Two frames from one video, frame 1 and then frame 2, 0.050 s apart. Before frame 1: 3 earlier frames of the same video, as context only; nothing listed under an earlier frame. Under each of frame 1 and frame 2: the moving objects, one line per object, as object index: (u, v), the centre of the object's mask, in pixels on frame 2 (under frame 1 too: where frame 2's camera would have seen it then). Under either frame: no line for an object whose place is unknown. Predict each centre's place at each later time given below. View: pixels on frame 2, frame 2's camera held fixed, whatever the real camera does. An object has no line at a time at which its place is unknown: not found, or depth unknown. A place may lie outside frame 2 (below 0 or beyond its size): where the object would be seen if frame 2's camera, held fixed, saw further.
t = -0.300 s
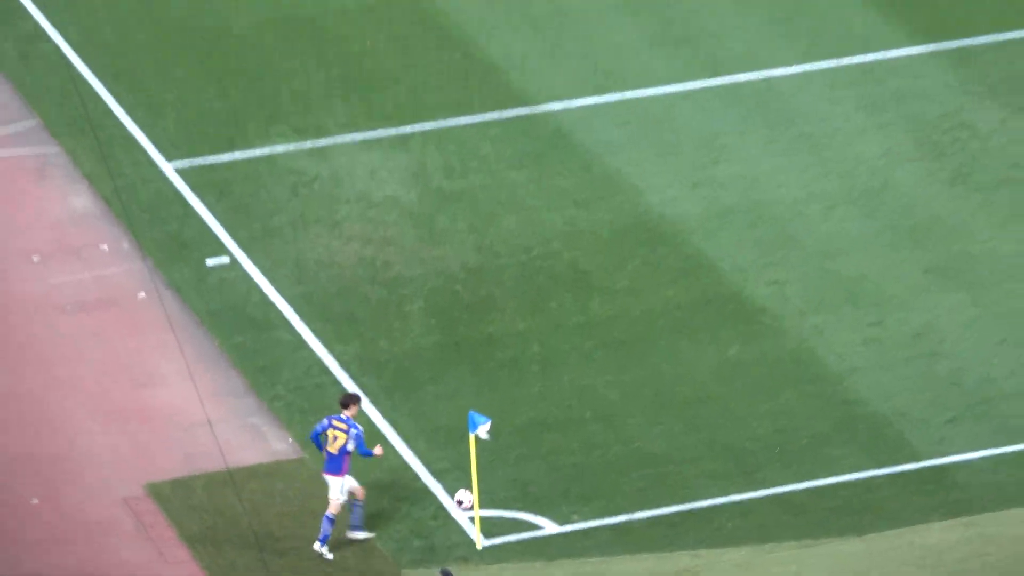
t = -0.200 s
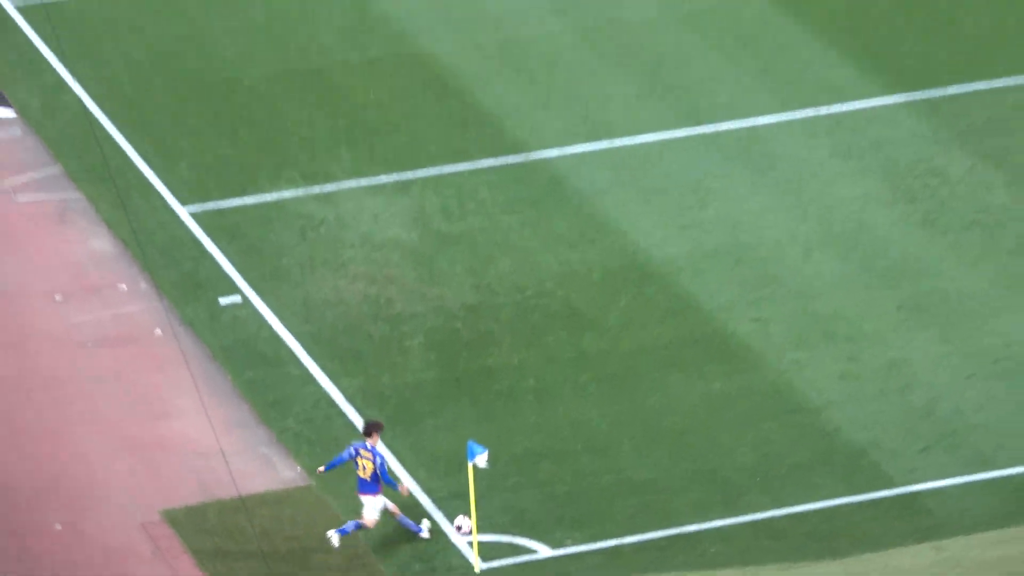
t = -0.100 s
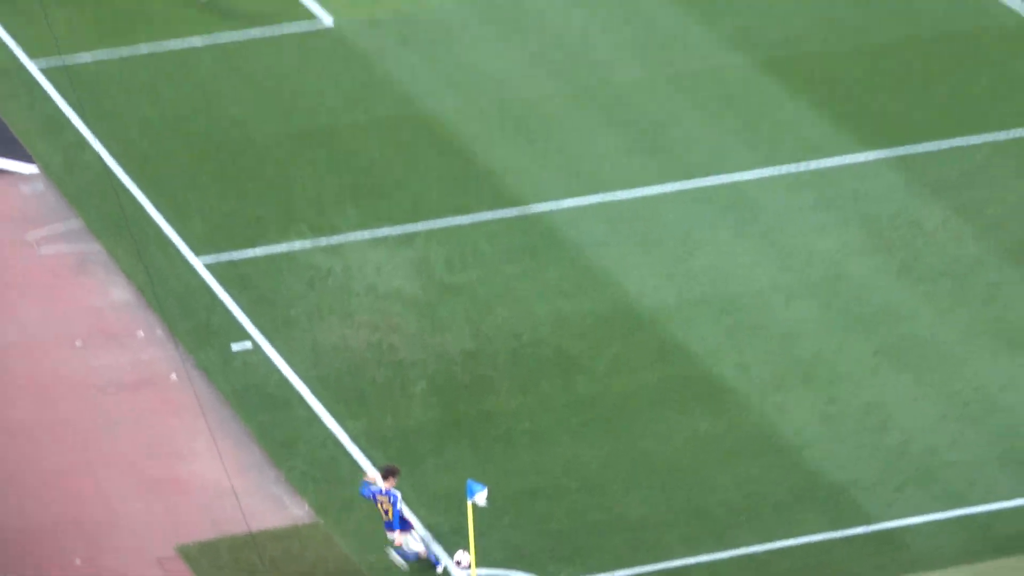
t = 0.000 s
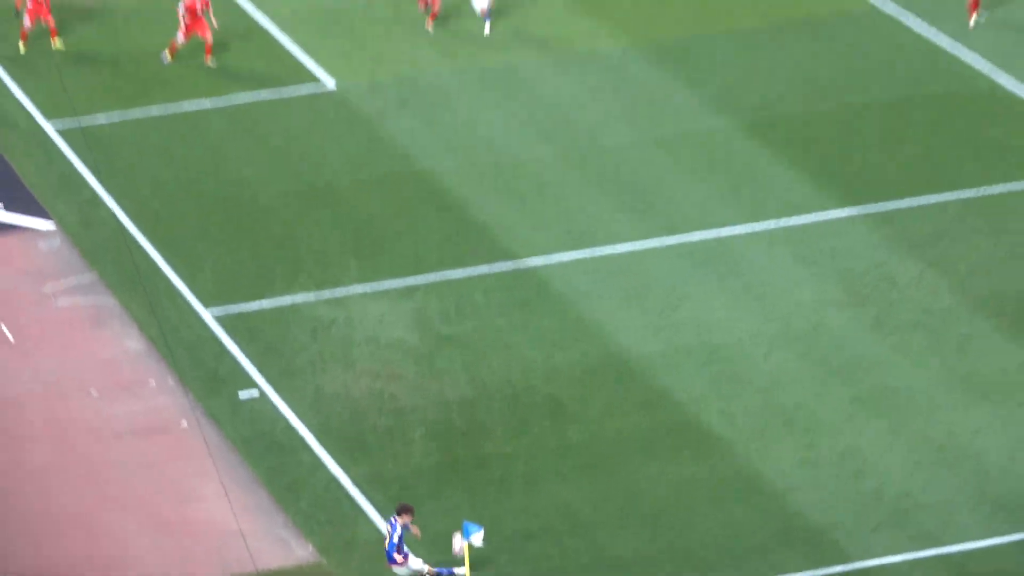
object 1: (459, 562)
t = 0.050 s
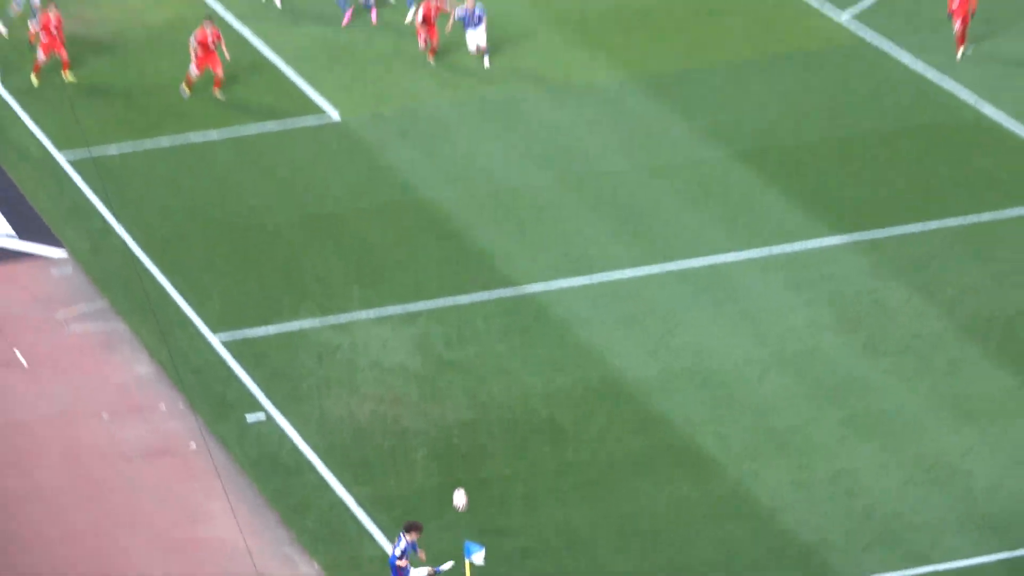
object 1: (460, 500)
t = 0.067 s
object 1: (460, 480)
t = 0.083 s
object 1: (459, 461)
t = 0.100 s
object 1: (458, 442)
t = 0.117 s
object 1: (457, 424)
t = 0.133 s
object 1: (457, 407)
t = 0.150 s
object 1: (455, 389)
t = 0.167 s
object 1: (454, 372)
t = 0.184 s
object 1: (453, 356)
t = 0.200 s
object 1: (451, 340)
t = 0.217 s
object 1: (450, 326)
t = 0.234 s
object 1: (448, 310)
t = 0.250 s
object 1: (447, 296)
